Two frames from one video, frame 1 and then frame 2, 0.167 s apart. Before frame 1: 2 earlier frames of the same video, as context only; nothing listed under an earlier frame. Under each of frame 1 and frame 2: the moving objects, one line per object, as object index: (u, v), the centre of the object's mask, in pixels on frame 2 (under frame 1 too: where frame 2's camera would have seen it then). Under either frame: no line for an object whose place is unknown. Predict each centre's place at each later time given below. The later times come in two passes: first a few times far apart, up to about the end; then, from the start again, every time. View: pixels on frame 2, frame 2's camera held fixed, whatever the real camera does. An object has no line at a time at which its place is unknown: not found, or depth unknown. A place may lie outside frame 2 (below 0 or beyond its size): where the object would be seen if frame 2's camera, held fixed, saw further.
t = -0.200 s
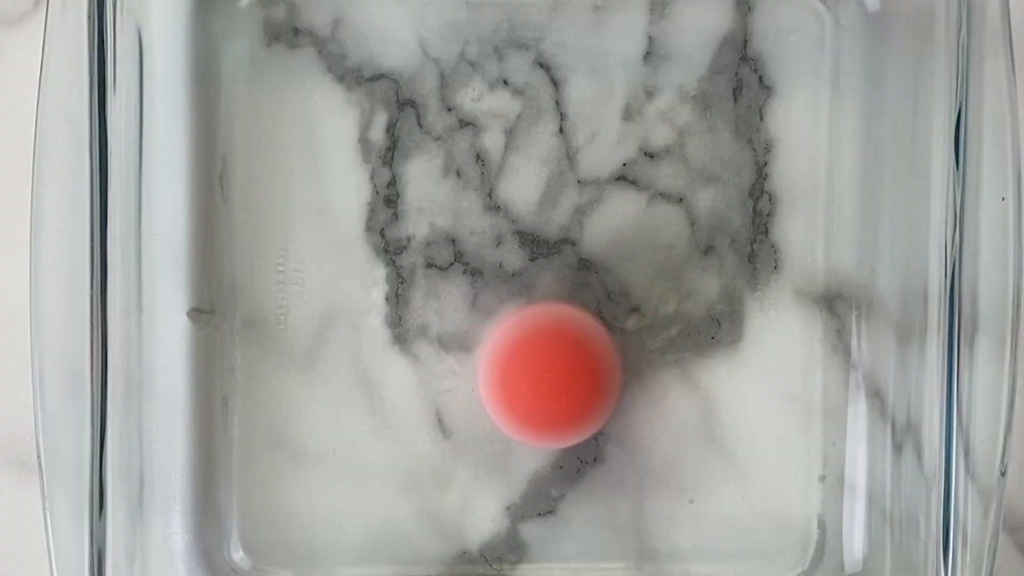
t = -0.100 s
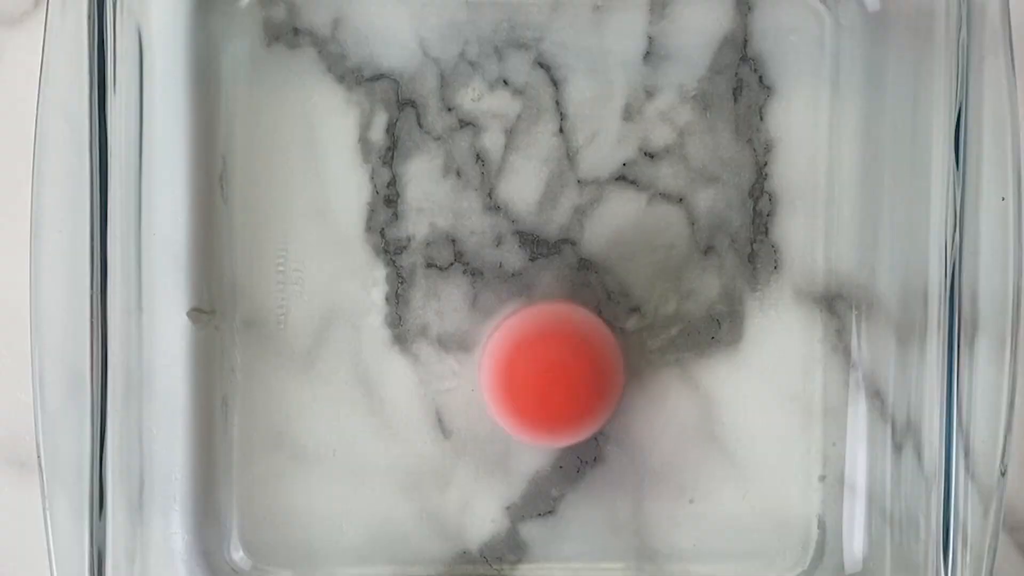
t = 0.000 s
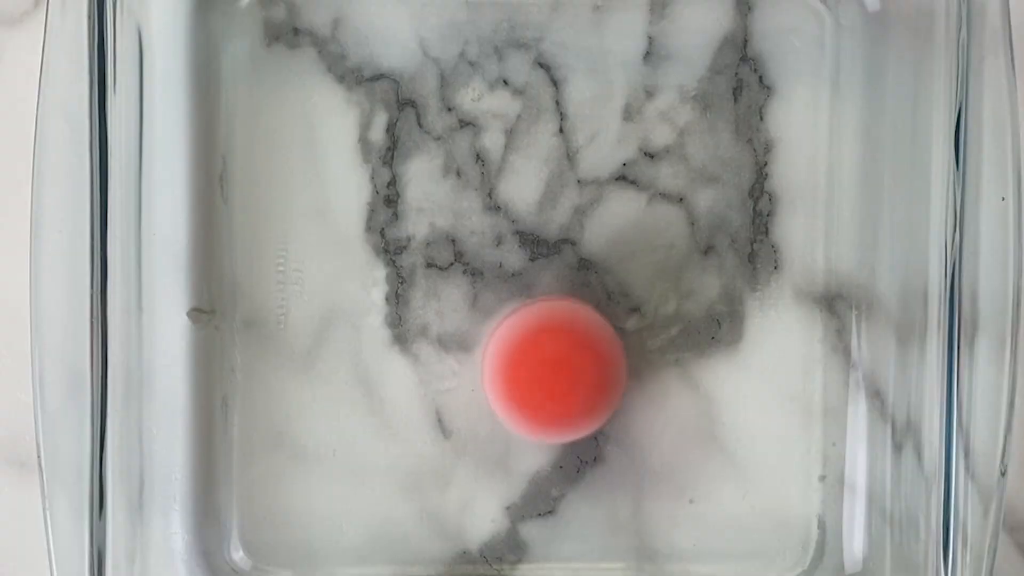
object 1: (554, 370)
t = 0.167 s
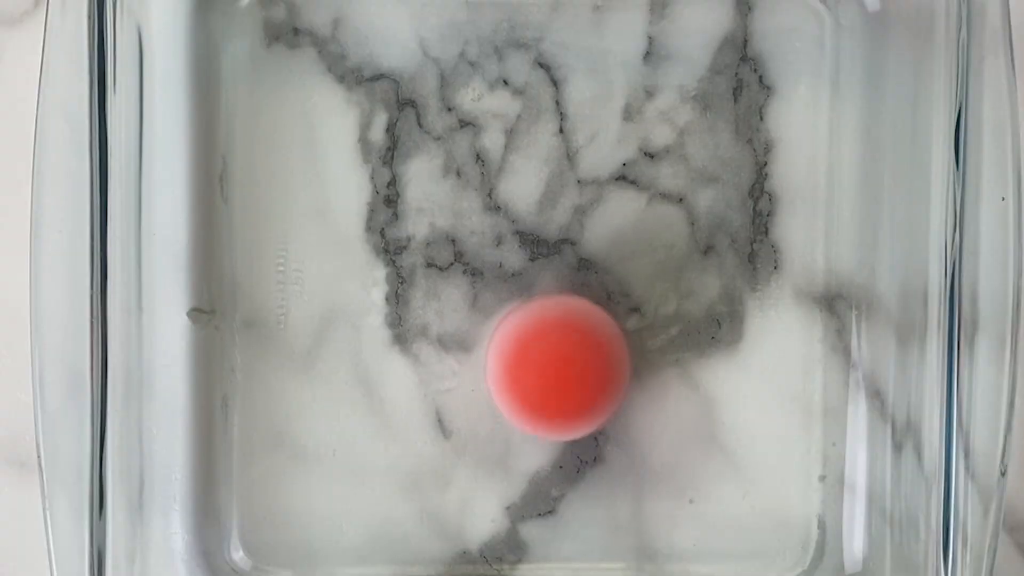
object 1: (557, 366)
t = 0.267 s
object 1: (557, 362)
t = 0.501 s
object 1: (559, 349)
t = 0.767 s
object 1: (567, 340)
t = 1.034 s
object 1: (569, 332)
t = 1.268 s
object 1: (566, 324)
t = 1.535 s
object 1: (551, 324)
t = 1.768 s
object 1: (522, 331)
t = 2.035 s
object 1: (497, 335)
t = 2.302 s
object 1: (485, 348)
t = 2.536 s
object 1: (505, 354)
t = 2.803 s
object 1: (528, 361)
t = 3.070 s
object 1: (544, 367)
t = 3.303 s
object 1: (554, 368)
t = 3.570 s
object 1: (565, 369)
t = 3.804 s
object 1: (568, 364)
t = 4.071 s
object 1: (568, 360)
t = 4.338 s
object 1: (561, 366)
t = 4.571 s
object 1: (558, 370)
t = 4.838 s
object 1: (552, 374)
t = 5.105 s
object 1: (556, 376)
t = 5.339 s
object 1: (558, 367)
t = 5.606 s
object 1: (540, 357)
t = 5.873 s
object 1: (532, 354)
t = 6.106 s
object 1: (522, 360)
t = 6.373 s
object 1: (515, 376)
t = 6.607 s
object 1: (517, 377)
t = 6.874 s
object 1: (533, 381)
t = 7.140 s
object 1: (558, 377)
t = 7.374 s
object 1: (559, 365)
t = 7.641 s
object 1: (580, 354)
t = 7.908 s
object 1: (565, 347)
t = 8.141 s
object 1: (549, 343)
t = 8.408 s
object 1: (545, 345)
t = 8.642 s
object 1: (552, 347)
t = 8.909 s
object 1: (560, 352)
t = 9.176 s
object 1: (553, 367)
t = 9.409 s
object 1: (546, 369)
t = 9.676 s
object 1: (546, 378)
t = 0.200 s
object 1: (558, 364)
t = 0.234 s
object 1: (558, 363)
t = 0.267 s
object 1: (557, 362)
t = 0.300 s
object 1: (556, 357)
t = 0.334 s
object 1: (556, 355)
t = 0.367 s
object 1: (556, 355)
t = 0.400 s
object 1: (555, 354)
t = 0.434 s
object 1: (556, 350)
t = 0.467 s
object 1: (558, 349)
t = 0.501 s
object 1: (559, 349)
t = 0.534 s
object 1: (559, 348)
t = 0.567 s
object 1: (560, 345)
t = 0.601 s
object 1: (562, 344)
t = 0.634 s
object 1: (564, 345)
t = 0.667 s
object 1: (564, 346)
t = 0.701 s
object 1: (564, 344)
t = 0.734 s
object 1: (565, 342)
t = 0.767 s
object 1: (567, 340)
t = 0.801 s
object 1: (569, 340)
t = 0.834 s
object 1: (570, 341)
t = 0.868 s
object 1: (570, 341)
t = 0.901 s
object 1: (570, 340)
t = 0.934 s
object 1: (569, 339)
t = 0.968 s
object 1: (569, 336)
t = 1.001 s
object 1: (569, 334)
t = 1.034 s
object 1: (569, 332)
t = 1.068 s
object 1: (569, 331)
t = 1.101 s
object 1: (569, 330)
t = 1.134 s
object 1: (568, 329)
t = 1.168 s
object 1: (567, 328)
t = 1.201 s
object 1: (567, 326)
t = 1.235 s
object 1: (567, 326)
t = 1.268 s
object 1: (566, 324)
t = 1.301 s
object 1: (566, 323)
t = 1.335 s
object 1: (565, 322)
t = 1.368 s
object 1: (564, 322)
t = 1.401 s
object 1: (563, 322)
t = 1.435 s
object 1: (561, 323)
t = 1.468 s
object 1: (559, 323)
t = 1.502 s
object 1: (555, 324)
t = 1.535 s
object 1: (551, 324)
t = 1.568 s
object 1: (547, 325)
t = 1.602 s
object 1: (542, 325)
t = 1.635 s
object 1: (537, 326)
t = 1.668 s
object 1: (532, 328)
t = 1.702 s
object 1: (528, 329)
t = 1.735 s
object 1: (525, 330)
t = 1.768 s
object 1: (522, 331)
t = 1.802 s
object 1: (520, 332)
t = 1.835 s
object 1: (519, 333)
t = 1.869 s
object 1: (517, 333)
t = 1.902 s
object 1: (512, 332)
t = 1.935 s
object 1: (506, 332)
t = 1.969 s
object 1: (501, 332)
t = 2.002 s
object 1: (499, 335)
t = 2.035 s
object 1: (497, 335)
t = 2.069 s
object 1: (498, 335)
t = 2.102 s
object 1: (496, 334)
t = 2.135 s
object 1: (493, 335)
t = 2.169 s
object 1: (490, 339)
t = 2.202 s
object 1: (491, 344)
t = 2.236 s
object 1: (491, 347)
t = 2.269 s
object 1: (489, 346)
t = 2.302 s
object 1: (485, 348)
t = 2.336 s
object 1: (487, 352)
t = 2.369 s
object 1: (493, 353)
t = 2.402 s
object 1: (495, 352)
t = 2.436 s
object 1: (496, 353)
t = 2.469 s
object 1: (500, 358)
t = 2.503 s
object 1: (505, 356)
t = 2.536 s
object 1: (505, 354)
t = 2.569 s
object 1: (507, 356)
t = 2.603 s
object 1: (513, 357)
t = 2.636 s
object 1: (514, 354)
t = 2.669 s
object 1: (515, 356)
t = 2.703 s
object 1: (520, 359)
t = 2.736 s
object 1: (523, 356)
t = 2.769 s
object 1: (522, 358)
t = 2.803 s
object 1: (528, 361)
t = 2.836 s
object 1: (528, 357)
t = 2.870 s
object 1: (528, 361)
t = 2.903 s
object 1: (535, 362)
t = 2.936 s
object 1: (535, 360)
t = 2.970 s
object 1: (537, 365)
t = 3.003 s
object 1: (541, 362)
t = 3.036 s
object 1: (539, 365)
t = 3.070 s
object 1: (544, 367)
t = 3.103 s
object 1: (543, 364)
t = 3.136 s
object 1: (545, 369)
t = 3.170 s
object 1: (548, 365)
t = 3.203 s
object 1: (547, 368)
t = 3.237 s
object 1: (552, 366)
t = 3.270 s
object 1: (549, 367)
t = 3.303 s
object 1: (554, 368)
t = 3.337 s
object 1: (552, 367)
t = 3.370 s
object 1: (557, 369)
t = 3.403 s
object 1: (555, 366)
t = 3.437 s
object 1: (559, 368)
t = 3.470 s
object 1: (558, 365)
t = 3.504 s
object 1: (562, 369)
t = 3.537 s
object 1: (561, 365)
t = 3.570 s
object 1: (565, 369)
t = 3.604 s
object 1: (564, 365)
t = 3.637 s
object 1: (567, 367)
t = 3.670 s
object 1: (565, 364)
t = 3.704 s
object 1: (570, 364)
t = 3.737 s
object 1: (567, 363)
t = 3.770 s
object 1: (572, 362)
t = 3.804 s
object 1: (568, 364)
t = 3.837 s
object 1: (571, 360)
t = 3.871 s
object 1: (570, 364)
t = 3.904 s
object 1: (570, 360)
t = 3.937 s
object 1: (571, 363)
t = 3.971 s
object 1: (568, 361)
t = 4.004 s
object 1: (571, 361)
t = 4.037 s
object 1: (568, 364)
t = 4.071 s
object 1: (568, 360)
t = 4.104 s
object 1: (569, 365)
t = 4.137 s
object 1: (566, 363)
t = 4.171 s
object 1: (569, 364)
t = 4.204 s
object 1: (564, 368)
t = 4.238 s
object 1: (563, 365)
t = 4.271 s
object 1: (565, 369)
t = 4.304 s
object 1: (560, 370)
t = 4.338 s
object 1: (561, 366)
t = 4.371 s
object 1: (562, 370)
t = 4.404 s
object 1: (558, 370)
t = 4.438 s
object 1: (560, 367)
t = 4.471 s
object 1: (560, 371)
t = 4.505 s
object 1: (556, 370)
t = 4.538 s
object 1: (557, 366)
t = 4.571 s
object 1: (558, 370)
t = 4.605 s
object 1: (554, 370)
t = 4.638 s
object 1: (555, 366)
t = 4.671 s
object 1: (557, 369)
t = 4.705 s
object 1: (555, 371)
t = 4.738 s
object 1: (553, 369)
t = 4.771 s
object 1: (556, 370)
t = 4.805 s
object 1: (555, 373)
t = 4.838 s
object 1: (552, 374)
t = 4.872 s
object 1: (554, 371)
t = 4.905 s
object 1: (556, 373)
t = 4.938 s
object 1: (556, 376)
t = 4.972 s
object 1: (554, 375)
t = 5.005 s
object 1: (558, 373)
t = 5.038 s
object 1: (560, 377)
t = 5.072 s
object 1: (558, 379)
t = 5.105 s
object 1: (556, 376)
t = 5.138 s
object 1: (557, 373)
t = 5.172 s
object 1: (559, 374)
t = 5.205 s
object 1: (557, 375)
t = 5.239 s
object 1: (555, 372)
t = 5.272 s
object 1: (555, 368)
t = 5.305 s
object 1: (558, 366)
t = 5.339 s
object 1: (558, 367)
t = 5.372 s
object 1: (556, 367)
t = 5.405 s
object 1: (553, 365)
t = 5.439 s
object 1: (553, 362)
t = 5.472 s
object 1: (553, 361)
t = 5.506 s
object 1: (552, 362)
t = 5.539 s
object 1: (548, 362)
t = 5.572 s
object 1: (544, 361)
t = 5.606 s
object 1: (540, 357)
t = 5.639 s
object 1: (541, 354)
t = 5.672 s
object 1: (541, 354)
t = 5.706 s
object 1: (541, 355)
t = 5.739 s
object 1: (539, 356)
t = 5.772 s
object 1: (536, 357)
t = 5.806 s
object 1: (532, 356)
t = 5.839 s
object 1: (532, 355)
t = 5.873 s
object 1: (532, 354)
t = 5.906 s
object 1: (532, 356)
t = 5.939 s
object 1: (531, 357)
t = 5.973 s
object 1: (529, 358)
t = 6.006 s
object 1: (526, 360)
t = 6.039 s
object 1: (524, 361)
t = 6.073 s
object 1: (521, 360)
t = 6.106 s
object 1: (522, 360)
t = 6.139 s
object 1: (524, 360)
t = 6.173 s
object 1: (524, 361)
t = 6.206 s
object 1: (525, 362)
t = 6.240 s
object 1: (525, 365)
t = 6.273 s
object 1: (522, 368)
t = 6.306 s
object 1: (519, 372)
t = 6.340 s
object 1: (516, 375)
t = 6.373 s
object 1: (515, 376)
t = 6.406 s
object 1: (512, 377)
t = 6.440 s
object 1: (511, 376)
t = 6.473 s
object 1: (511, 374)
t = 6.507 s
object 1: (511, 375)
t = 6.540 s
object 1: (512, 376)
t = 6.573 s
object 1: (515, 376)
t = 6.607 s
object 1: (517, 377)
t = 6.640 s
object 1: (520, 378)
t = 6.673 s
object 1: (522, 378)
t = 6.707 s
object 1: (525, 379)
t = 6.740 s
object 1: (526, 380)
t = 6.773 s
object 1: (527, 380)
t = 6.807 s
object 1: (529, 380)
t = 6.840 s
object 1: (530, 380)
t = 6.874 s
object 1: (533, 381)
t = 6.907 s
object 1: (536, 381)
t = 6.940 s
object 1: (540, 379)
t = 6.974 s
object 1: (545, 378)
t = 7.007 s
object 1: (548, 378)
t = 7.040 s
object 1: (551, 377)
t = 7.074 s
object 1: (554, 378)
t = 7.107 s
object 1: (557, 377)
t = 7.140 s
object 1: (558, 377)
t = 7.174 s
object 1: (558, 376)
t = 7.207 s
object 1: (559, 374)
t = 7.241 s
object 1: (559, 373)
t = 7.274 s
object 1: (558, 372)
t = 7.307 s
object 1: (558, 370)
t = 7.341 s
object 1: (558, 367)
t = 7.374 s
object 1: (559, 365)
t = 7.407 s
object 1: (561, 364)
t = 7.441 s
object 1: (563, 364)
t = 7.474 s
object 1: (567, 363)
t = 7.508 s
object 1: (571, 362)
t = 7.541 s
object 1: (575, 361)
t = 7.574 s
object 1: (577, 359)
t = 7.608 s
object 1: (579, 357)
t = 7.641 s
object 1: (580, 354)
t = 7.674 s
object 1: (581, 352)
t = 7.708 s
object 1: (579, 350)
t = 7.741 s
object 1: (576, 349)
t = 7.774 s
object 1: (573, 348)
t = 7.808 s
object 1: (569, 348)
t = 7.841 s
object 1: (567, 348)
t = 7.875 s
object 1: (566, 348)
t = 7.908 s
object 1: (565, 347)
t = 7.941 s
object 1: (564, 346)
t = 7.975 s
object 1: (563, 344)
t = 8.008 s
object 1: (560, 342)
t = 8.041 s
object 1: (557, 340)
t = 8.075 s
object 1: (554, 340)
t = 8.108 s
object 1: (551, 341)
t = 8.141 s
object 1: (549, 343)
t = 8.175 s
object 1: (549, 344)
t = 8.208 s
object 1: (550, 344)
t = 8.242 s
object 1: (551, 343)
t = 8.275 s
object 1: (550, 340)
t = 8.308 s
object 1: (548, 340)
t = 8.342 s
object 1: (545, 340)
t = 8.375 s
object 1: (544, 342)
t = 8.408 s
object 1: (545, 345)
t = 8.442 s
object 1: (548, 345)
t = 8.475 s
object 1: (549, 344)
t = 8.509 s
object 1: (549, 342)
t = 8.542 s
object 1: (548, 341)
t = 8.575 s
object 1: (547, 342)
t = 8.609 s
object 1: (548, 346)
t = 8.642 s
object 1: (552, 347)
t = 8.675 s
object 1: (555, 346)
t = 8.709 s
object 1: (556, 345)
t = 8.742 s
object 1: (556, 345)
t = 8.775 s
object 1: (556, 348)
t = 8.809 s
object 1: (558, 352)
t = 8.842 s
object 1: (561, 353)
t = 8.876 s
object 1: (562, 352)
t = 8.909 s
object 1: (560, 352)
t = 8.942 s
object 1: (557, 355)
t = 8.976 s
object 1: (556, 360)
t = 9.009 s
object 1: (559, 362)
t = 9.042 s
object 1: (559, 361)
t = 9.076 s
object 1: (557, 360)
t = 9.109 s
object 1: (553, 363)
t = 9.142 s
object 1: (552, 367)
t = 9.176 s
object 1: (553, 367)
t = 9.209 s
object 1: (553, 365)
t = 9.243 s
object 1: (549, 365)
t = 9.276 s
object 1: (547, 368)
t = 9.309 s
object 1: (549, 371)
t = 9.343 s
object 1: (551, 369)
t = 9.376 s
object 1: (549, 367)
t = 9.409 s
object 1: (546, 369)
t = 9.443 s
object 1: (547, 373)
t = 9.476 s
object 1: (550, 374)
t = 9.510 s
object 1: (549, 372)
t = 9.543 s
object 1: (545, 374)
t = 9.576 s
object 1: (546, 379)
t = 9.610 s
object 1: (550, 379)
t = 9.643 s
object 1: (549, 377)
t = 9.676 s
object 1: (546, 378)
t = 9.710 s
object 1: (546, 380)
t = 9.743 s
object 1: (551, 379)
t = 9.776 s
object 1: (550, 375)
